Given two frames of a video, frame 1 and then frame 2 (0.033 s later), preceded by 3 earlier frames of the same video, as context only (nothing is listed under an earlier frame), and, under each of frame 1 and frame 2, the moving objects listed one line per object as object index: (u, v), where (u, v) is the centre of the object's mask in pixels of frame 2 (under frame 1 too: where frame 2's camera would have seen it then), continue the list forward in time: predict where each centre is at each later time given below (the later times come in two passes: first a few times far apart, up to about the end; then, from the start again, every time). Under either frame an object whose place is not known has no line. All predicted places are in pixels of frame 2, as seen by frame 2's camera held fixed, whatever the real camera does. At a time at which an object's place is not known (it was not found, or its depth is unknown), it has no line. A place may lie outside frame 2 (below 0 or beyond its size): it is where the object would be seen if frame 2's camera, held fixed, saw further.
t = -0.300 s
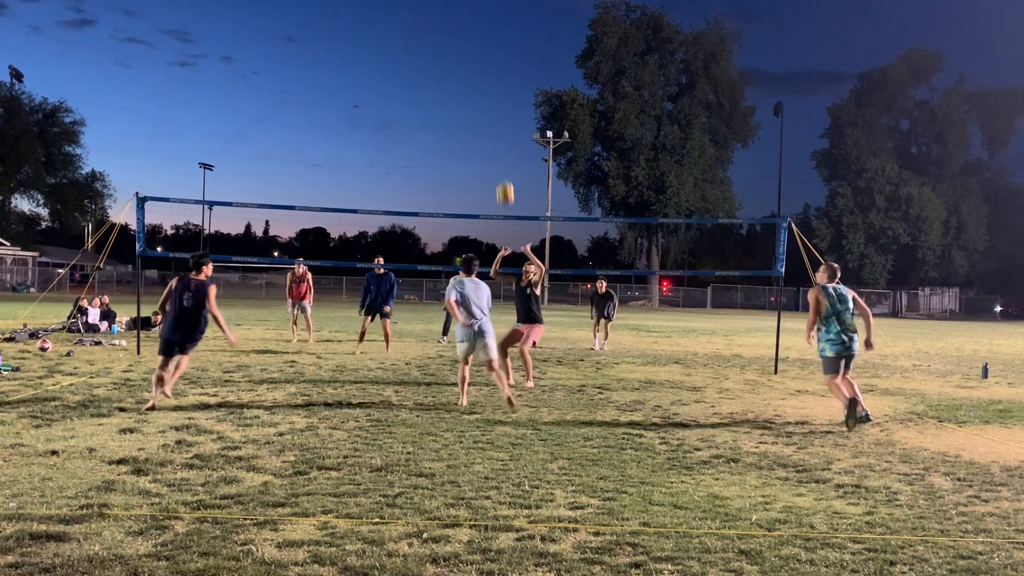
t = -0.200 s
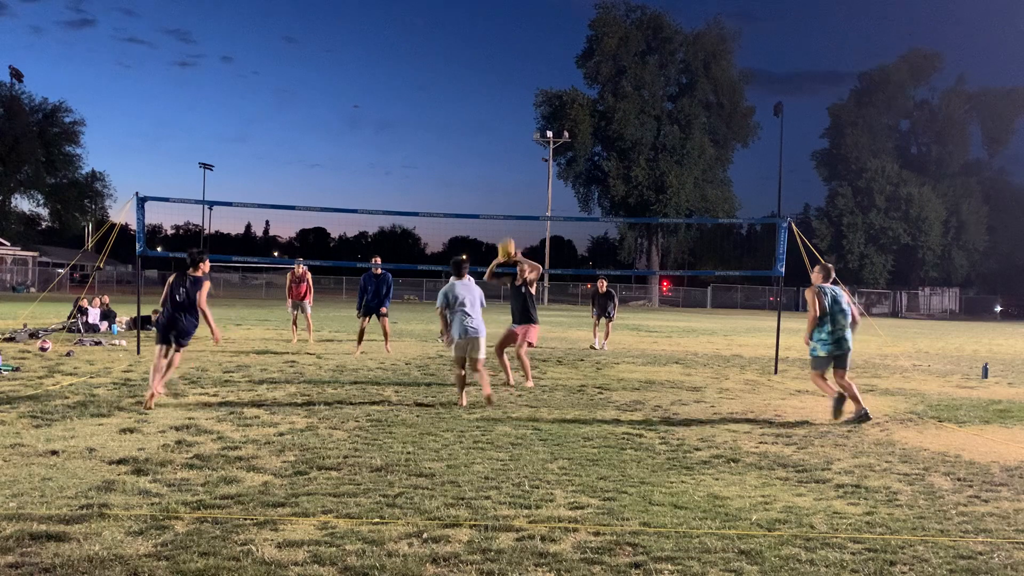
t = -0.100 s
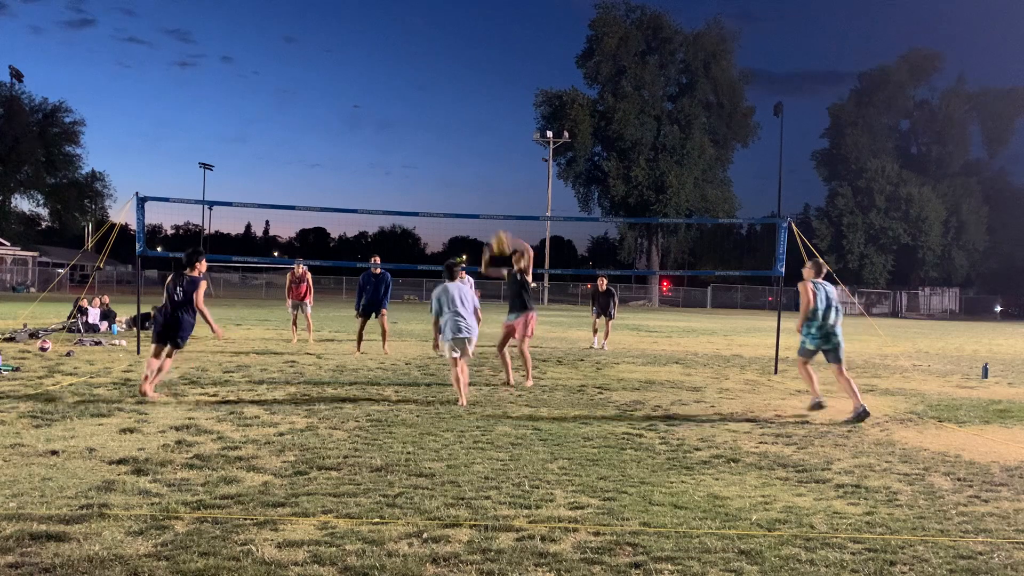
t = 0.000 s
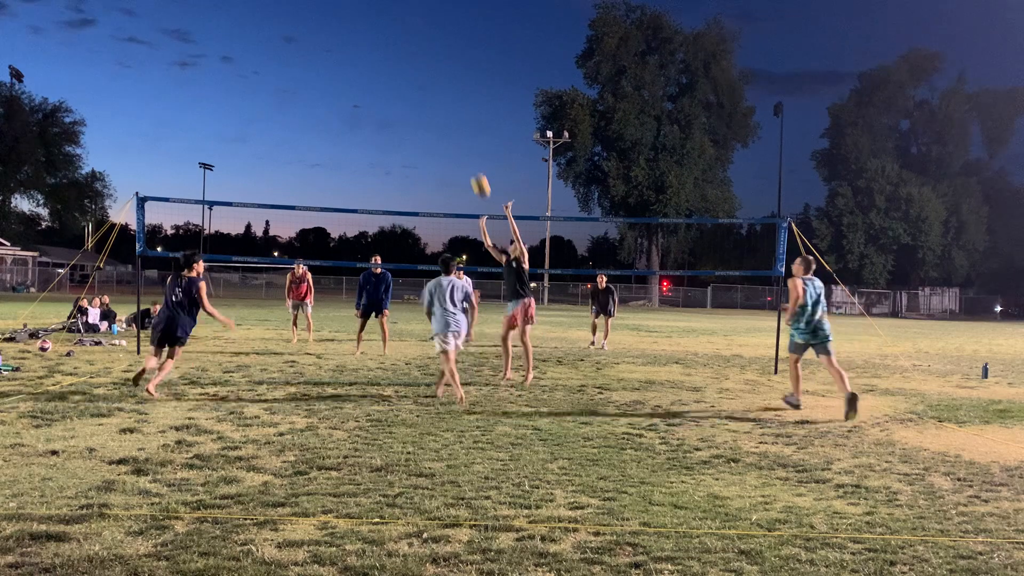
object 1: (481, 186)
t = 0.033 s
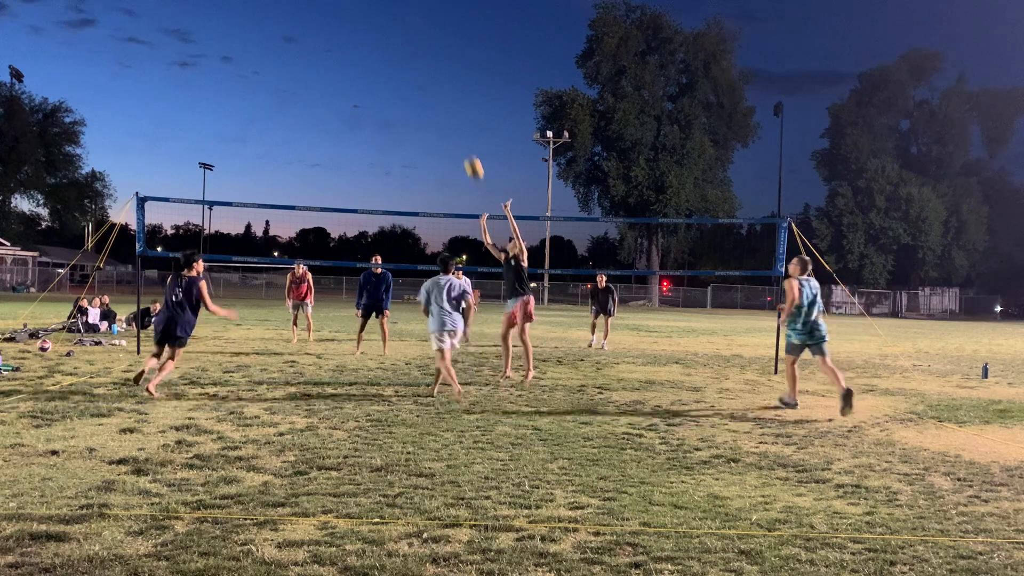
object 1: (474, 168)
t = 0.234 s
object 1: (433, 85)
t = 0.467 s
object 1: (386, 31)
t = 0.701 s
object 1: (340, 19)
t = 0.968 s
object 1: (290, 52)
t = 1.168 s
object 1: (253, 105)
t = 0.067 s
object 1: (467, 151)
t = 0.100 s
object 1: (460, 136)
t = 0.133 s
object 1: (454, 122)
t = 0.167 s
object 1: (447, 109)
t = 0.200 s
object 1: (440, 96)
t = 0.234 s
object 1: (433, 85)
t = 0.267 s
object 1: (426, 75)
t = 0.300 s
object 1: (420, 65)
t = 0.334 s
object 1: (413, 57)
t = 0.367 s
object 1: (406, 49)
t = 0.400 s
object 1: (399, 42)
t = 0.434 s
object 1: (392, 36)
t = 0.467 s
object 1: (386, 31)
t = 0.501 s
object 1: (379, 27)
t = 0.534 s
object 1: (373, 24)
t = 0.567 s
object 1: (367, 21)
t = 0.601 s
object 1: (360, 20)
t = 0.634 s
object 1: (353, 19)
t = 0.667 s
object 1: (347, 19)
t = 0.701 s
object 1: (340, 19)
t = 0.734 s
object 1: (334, 21)
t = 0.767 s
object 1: (328, 23)
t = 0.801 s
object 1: (322, 26)
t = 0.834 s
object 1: (315, 29)
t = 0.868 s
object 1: (309, 34)
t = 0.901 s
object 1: (303, 40)
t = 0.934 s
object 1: (297, 45)
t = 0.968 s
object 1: (290, 52)
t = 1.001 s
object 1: (284, 59)
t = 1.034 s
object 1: (278, 67)
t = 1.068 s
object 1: (272, 75)
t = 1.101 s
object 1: (265, 84)
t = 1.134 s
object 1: (259, 94)
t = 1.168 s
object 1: (253, 105)
